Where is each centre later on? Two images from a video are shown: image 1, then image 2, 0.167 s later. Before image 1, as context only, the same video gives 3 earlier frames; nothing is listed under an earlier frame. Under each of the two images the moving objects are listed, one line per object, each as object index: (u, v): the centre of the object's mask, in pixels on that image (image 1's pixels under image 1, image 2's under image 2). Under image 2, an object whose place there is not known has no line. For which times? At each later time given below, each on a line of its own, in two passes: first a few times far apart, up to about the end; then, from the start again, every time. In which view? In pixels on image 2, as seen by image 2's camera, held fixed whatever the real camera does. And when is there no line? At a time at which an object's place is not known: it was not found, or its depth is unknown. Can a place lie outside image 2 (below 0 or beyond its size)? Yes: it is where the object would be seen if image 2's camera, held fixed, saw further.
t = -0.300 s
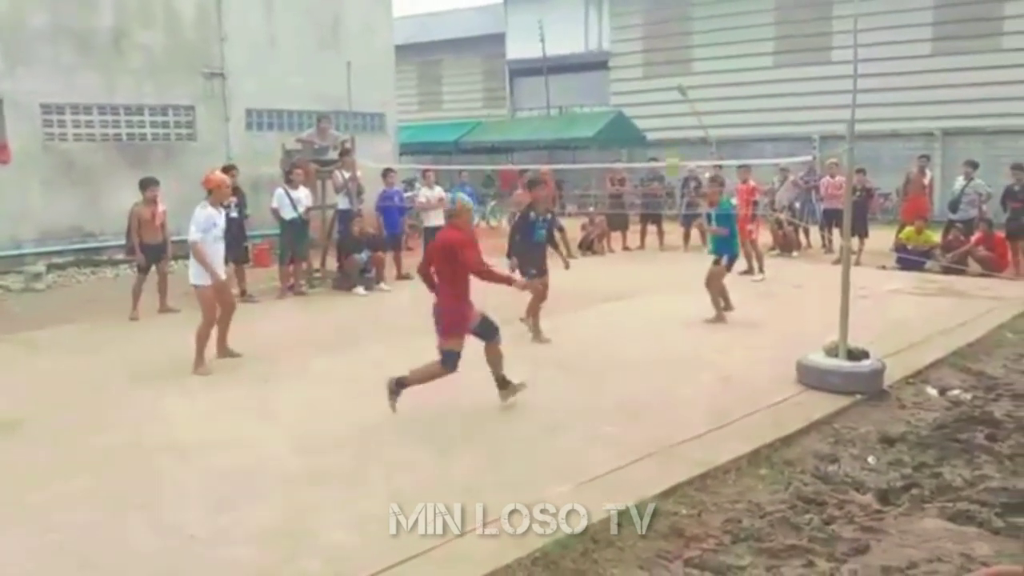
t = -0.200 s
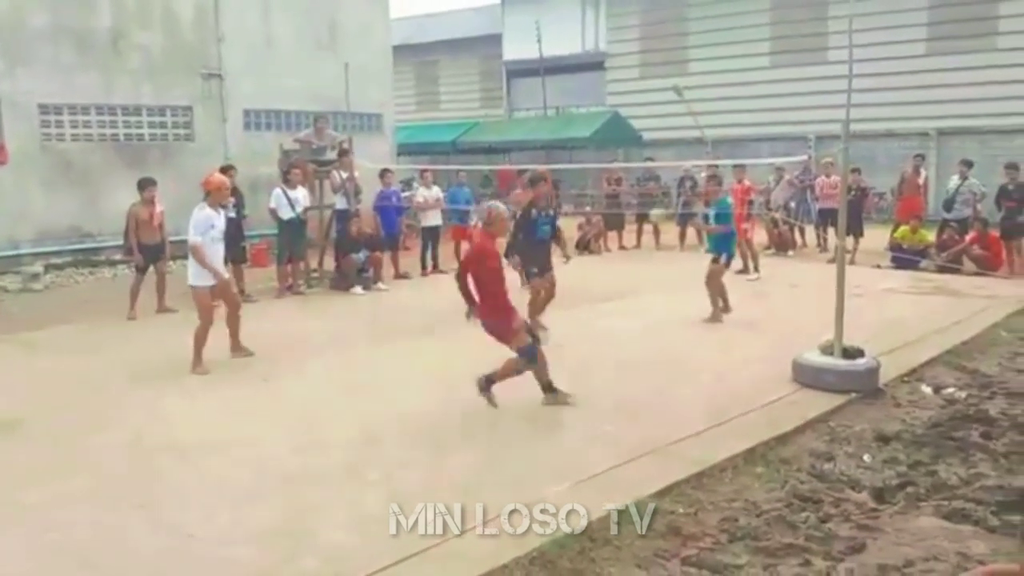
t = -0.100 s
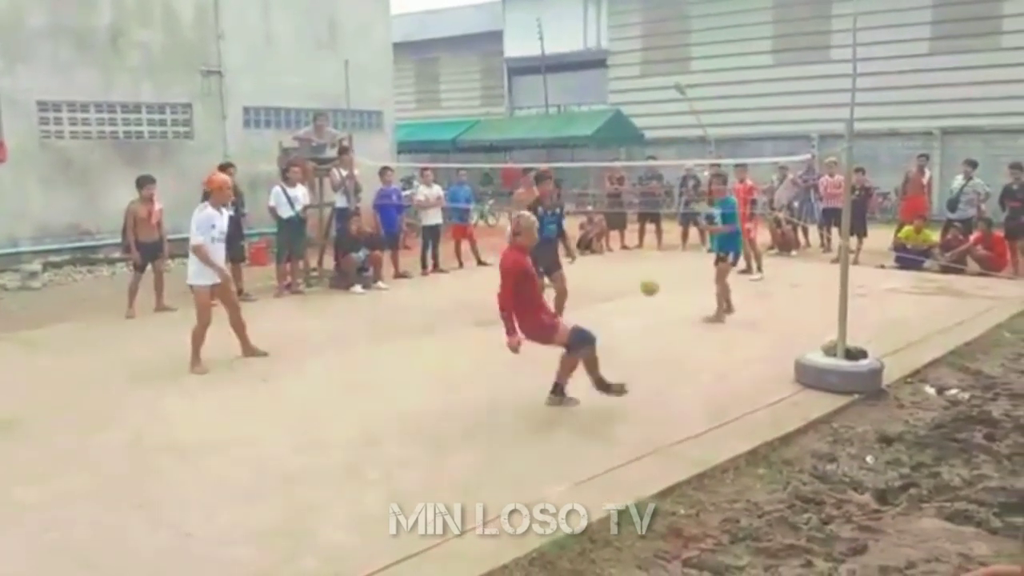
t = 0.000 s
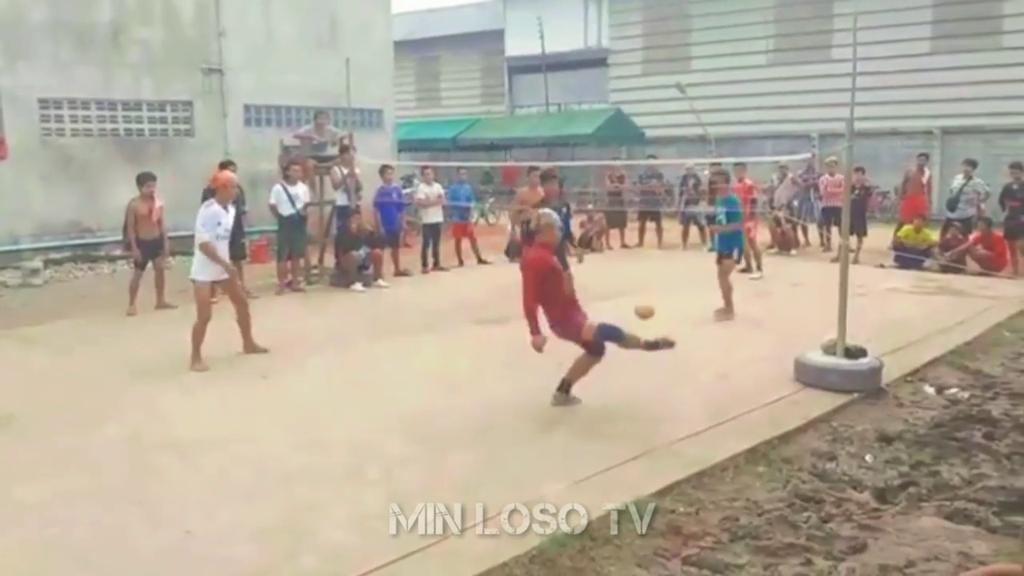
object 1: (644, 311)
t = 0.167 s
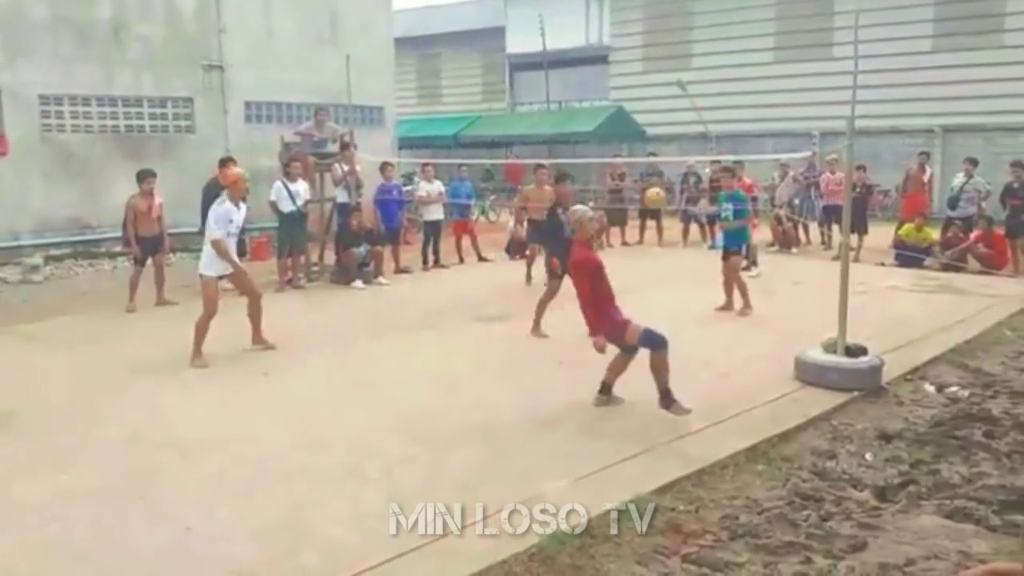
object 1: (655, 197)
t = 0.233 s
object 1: (658, 155)
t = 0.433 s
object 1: (672, 72)
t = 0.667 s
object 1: (689, 57)
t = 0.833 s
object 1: (699, 118)
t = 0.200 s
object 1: (655, 178)
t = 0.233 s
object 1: (658, 155)
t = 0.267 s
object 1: (660, 139)
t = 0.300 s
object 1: (664, 121)
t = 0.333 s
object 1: (667, 108)
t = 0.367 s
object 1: (667, 94)
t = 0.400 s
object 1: (671, 83)
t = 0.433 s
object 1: (672, 72)
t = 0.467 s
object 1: (674, 64)
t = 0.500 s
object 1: (677, 58)
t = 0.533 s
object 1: (679, 52)
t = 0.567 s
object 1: (680, 51)
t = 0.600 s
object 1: (681, 51)
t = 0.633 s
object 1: (686, 53)
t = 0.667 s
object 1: (689, 57)
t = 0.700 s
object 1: (692, 66)
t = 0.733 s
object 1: (694, 74)
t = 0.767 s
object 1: (696, 88)
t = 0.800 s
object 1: (699, 103)
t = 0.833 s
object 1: (699, 118)
